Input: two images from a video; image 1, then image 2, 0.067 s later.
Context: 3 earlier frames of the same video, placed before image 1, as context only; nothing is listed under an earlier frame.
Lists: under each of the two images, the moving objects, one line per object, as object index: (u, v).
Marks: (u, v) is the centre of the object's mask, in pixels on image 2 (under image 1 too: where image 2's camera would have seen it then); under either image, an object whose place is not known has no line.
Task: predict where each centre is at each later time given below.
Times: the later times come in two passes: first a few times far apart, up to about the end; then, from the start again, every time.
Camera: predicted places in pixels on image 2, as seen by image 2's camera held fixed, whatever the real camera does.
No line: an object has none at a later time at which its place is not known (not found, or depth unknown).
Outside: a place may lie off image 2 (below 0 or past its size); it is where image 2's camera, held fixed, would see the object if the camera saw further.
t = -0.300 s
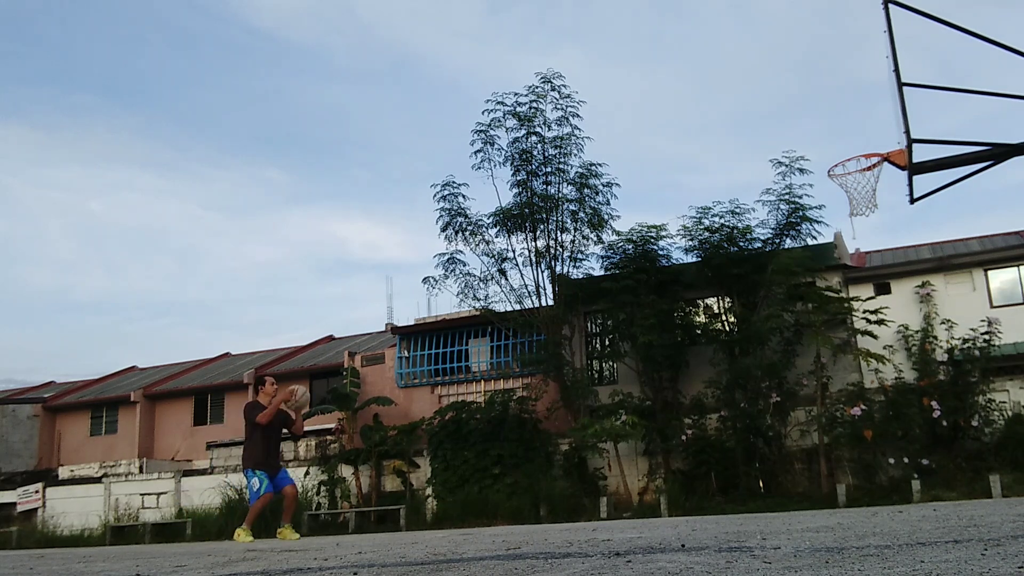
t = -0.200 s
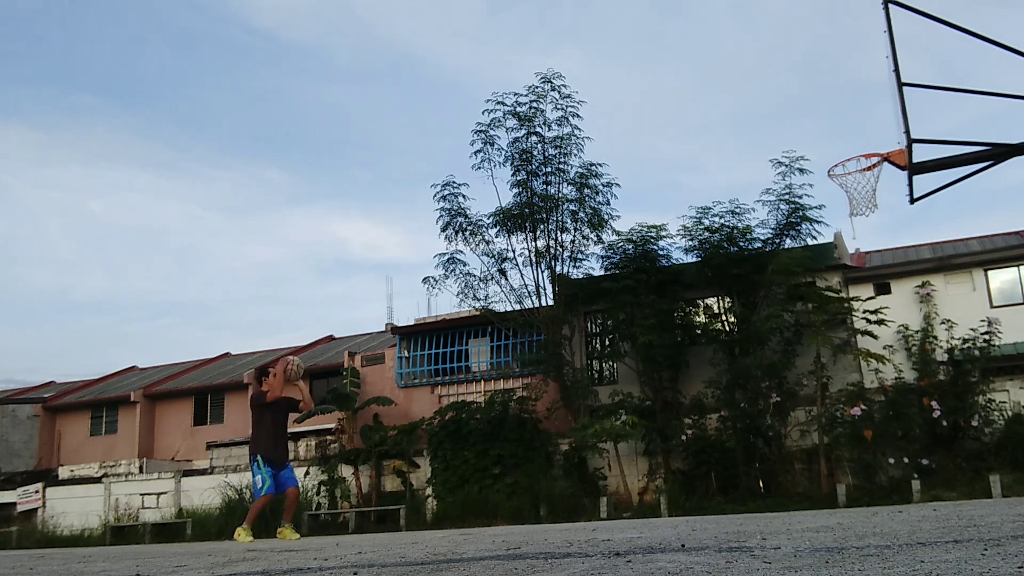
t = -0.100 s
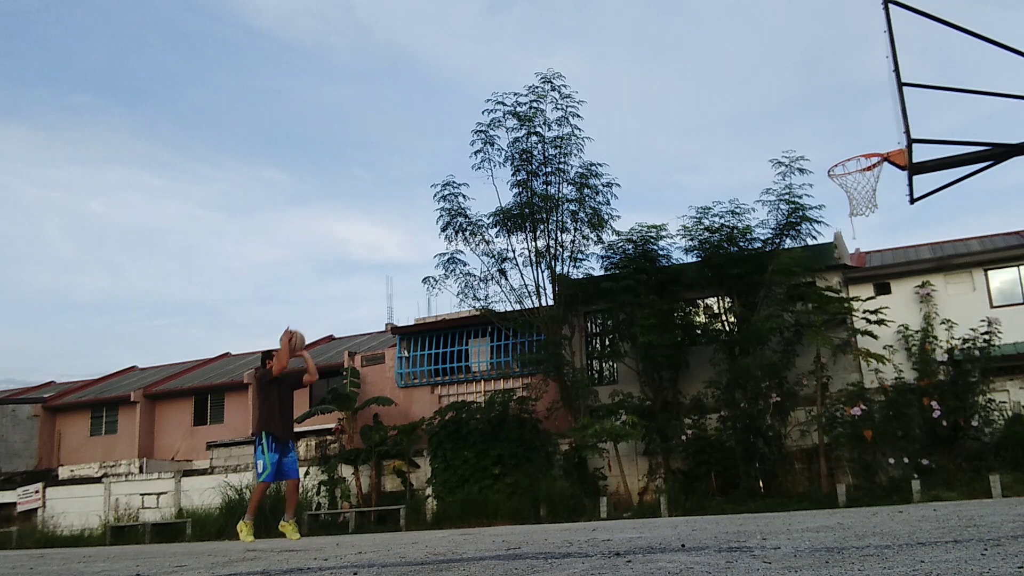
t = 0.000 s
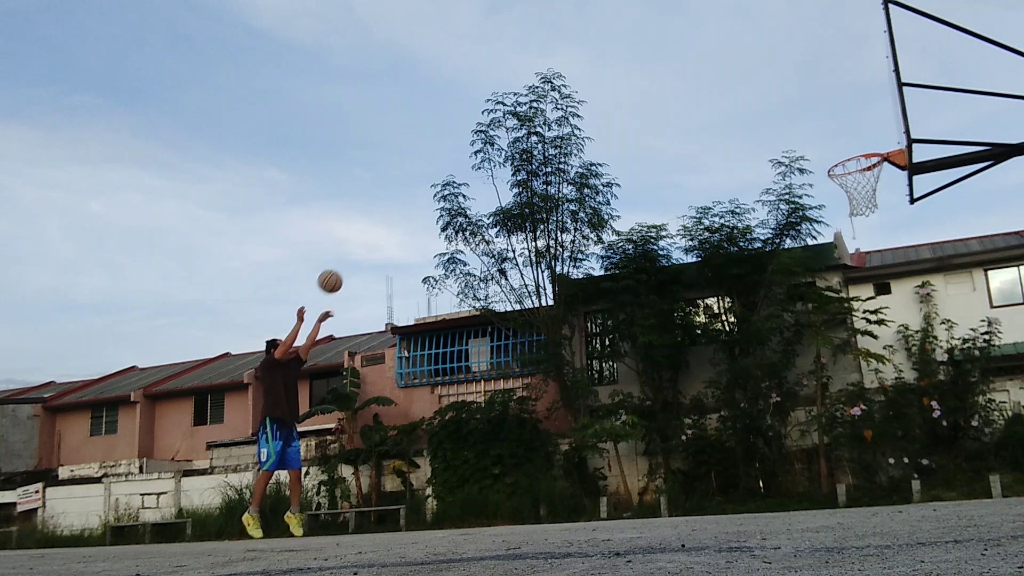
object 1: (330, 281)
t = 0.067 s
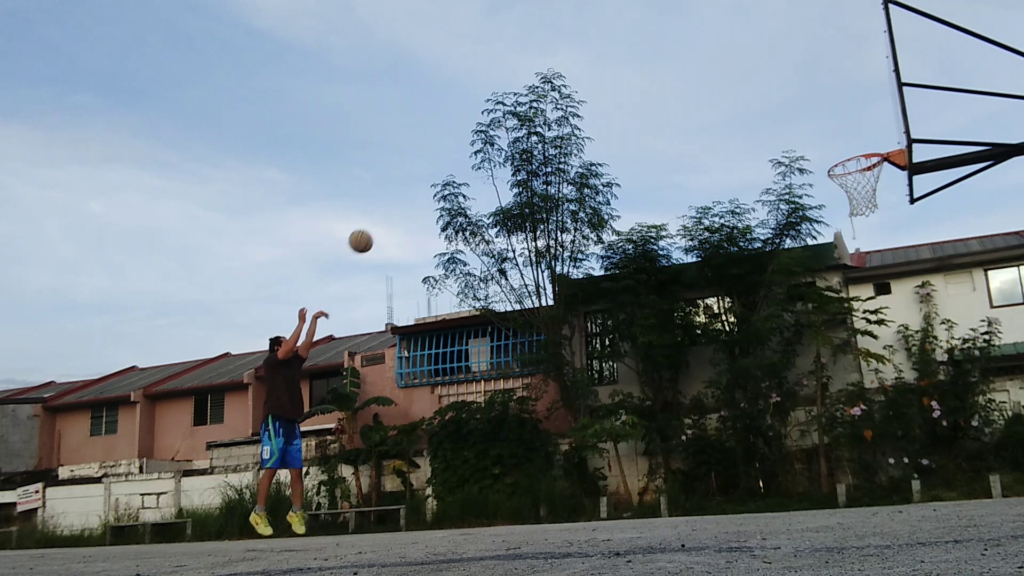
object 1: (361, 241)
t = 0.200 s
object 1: (421, 175)
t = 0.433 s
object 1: (526, 99)
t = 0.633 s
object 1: (620, 73)
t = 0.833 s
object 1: (721, 85)
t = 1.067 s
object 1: (851, 151)
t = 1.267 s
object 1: (862, 221)
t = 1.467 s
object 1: (855, 320)
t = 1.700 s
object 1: (851, 488)
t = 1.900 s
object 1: (791, 383)
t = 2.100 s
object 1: (738, 332)
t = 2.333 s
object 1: (685, 334)
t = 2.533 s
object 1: (645, 388)
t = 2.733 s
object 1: (608, 494)
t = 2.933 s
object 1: (565, 444)
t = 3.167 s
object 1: (519, 415)
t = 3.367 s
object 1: (482, 443)
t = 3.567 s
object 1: (447, 516)
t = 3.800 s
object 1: (407, 464)
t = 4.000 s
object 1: (374, 472)
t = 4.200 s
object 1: (342, 520)
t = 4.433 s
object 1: (310, 489)
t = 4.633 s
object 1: (281, 513)
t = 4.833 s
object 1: (256, 505)
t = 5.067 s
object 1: (228, 522)
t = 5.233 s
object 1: (208, 517)
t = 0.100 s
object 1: (376, 222)
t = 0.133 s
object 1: (391, 206)
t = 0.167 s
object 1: (406, 190)
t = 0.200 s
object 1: (421, 175)
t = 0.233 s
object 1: (436, 161)
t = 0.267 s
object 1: (451, 148)
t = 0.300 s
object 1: (466, 136)
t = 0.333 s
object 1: (481, 125)
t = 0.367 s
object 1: (496, 115)
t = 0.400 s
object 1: (511, 106)
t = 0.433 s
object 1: (526, 99)
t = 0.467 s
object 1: (542, 92)
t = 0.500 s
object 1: (558, 86)
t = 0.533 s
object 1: (574, 81)
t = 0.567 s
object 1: (589, 78)
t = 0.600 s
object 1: (605, 75)
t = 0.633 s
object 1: (620, 73)
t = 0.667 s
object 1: (637, 72)
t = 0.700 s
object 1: (653, 73)
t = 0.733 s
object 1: (670, 74)
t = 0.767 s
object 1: (686, 77)
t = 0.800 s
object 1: (703, 81)
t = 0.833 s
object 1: (721, 85)
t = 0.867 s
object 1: (738, 91)
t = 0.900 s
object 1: (756, 98)
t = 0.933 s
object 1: (774, 106)
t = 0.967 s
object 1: (793, 116)
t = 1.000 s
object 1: (812, 126)
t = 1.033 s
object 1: (831, 138)
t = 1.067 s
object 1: (851, 151)
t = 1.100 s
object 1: (868, 167)
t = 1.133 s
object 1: (869, 178)
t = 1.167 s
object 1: (868, 190)
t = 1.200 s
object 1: (865, 200)
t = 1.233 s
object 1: (864, 210)
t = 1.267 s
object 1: (862, 221)
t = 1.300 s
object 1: (860, 234)
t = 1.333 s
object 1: (859, 249)
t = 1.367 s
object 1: (860, 263)
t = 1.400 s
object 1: (859, 280)
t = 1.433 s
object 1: (855, 300)
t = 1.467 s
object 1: (855, 320)
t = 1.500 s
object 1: (854, 342)
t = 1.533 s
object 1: (854, 365)
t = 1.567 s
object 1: (854, 391)
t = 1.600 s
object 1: (855, 418)
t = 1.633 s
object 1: (855, 448)
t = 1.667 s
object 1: (857, 479)
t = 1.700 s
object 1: (851, 488)
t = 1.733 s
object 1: (841, 465)
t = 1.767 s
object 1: (830, 446)
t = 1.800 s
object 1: (820, 428)
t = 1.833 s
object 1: (809, 412)
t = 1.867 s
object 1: (800, 396)
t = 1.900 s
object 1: (791, 383)
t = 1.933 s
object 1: (782, 371)
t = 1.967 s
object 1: (773, 361)
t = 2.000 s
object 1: (764, 351)
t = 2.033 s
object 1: (755, 344)
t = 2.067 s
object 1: (747, 337)
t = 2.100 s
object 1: (738, 332)
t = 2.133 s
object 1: (730, 329)
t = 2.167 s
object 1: (722, 326)
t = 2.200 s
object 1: (714, 326)
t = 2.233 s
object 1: (707, 326)
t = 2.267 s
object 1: (699, 327)
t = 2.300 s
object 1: (692, 330)
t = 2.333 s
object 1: (685, 334)
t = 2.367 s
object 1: (678, 340)
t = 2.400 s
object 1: (671, 347)
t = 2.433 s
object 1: (664, 355)
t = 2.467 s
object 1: (658, 365)
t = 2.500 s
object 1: (651, 376)
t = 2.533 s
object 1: (645, 388)
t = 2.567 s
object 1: (638, 402)
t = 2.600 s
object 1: (632, 417)
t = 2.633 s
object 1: (626, 434)
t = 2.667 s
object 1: (620, 453)
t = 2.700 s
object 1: (613, 474)
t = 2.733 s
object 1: (608, 494)
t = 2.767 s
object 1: (602, 506)
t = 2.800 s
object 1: (595, 491)
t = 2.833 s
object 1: (587, 477)
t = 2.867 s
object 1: (579, 465)
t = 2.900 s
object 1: (572, 453)
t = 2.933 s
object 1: (565, 444)
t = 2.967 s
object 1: (558, 436)
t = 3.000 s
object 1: (552, 429)
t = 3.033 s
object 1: (545, 423)
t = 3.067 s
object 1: (538, 419)
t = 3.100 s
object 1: (532, 416)
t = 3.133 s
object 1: (525, 415)
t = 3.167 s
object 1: (519, 415)
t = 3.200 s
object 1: (512, 416)
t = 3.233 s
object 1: (506, 419)
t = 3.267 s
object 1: (500, 423)
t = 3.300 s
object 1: (494, 428)
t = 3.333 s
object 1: (488, 435)
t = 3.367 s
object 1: (482, 443)
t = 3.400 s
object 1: (476, 453)
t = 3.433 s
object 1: (470, 464)
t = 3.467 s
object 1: (464, 477)
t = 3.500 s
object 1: (459, 490)
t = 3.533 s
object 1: (453, 506)
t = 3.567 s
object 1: (447, 516)
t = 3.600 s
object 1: (441, 505)
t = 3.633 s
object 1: (435, 493)
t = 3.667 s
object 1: (429, 485)
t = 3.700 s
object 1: (424, 479)
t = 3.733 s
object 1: (418, 472)
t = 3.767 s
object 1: (412, 467)
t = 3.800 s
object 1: (407, 464)
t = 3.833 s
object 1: (402, 462)
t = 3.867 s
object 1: (396, 461)
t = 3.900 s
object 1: (391, 462)
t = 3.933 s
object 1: (385, 464)
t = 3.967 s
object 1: (380, 467)
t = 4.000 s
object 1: (374, 472)
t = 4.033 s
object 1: (369, 478)
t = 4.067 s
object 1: (364, 486)
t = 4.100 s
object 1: (358, 493)
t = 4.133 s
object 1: (353, 504)
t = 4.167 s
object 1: (347, 516)
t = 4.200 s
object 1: (342, 520)
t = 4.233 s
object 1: (338, 513)
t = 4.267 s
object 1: (333, 505)
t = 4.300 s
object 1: (328, 499)
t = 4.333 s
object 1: (323, 494)
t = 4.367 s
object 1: (318, 491)
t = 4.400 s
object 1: (314, 490)
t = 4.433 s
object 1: (310, 489)
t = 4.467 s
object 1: (306, 491)
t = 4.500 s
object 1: (300, 493)
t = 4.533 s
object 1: (296, 496)
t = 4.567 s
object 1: (291, 500)
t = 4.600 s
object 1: (286, 506)
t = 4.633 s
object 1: (281, 513)
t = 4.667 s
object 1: (277, 522)
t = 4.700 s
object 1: (272, 525)
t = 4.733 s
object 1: (268, 519)
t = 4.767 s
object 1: (264, 513)
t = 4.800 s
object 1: (260, 509)
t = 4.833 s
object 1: (256, 505)
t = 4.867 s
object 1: (252, 504)
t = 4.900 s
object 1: (248, 504)
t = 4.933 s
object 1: (244, 504)
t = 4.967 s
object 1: (240, 506)
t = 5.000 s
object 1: (236, 511)
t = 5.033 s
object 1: (232, 515)
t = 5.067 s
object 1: (228, 522)
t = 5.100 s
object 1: (224, 529)
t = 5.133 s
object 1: (220, 526)
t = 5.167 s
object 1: (216, 522)
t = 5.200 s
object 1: (212, 519)
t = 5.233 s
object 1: (208, 517)
